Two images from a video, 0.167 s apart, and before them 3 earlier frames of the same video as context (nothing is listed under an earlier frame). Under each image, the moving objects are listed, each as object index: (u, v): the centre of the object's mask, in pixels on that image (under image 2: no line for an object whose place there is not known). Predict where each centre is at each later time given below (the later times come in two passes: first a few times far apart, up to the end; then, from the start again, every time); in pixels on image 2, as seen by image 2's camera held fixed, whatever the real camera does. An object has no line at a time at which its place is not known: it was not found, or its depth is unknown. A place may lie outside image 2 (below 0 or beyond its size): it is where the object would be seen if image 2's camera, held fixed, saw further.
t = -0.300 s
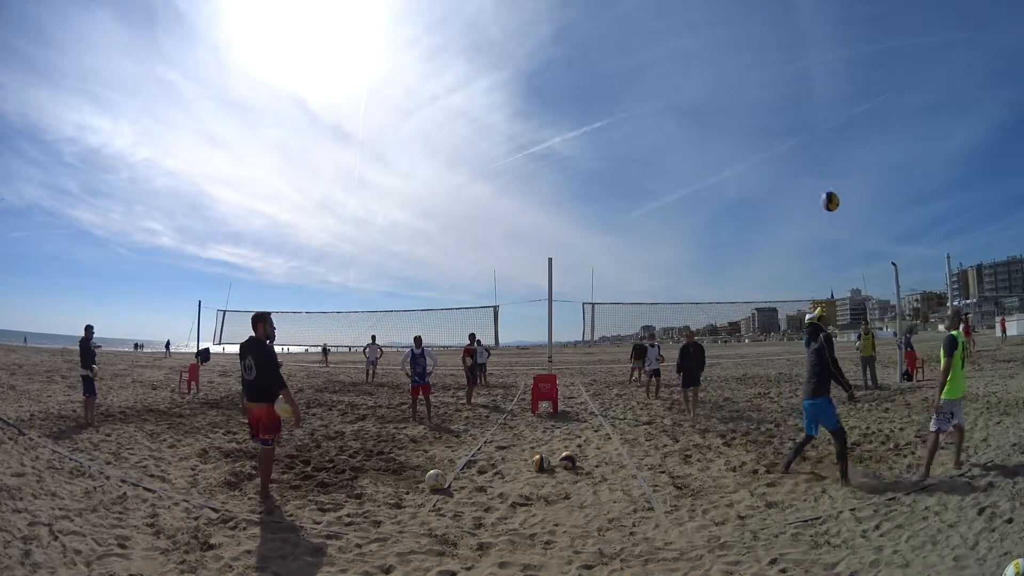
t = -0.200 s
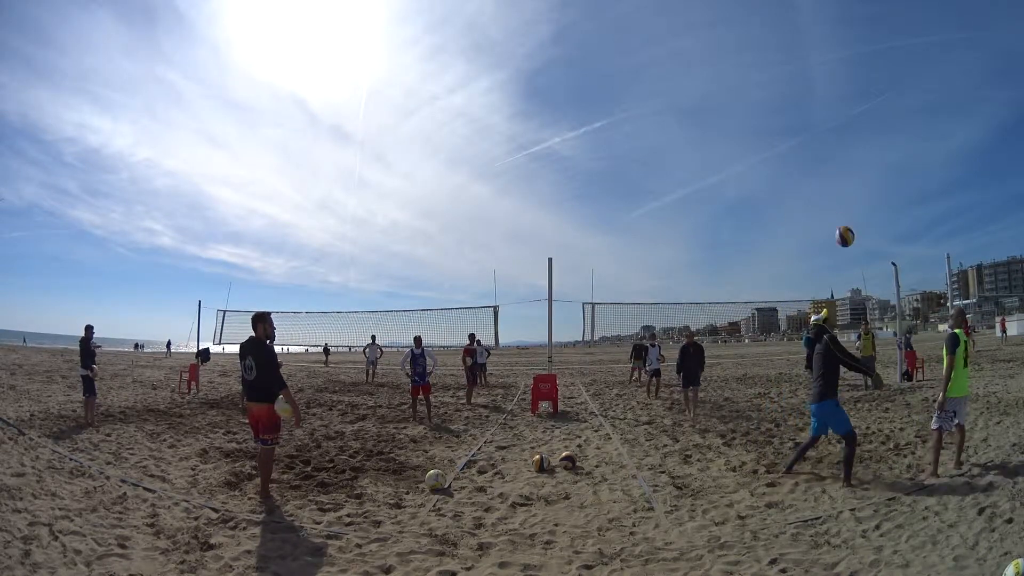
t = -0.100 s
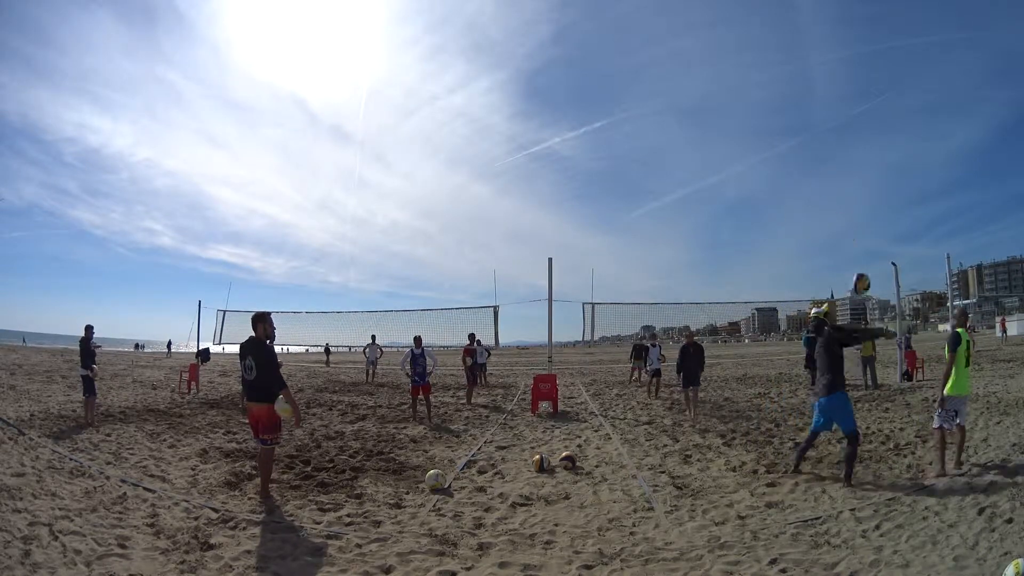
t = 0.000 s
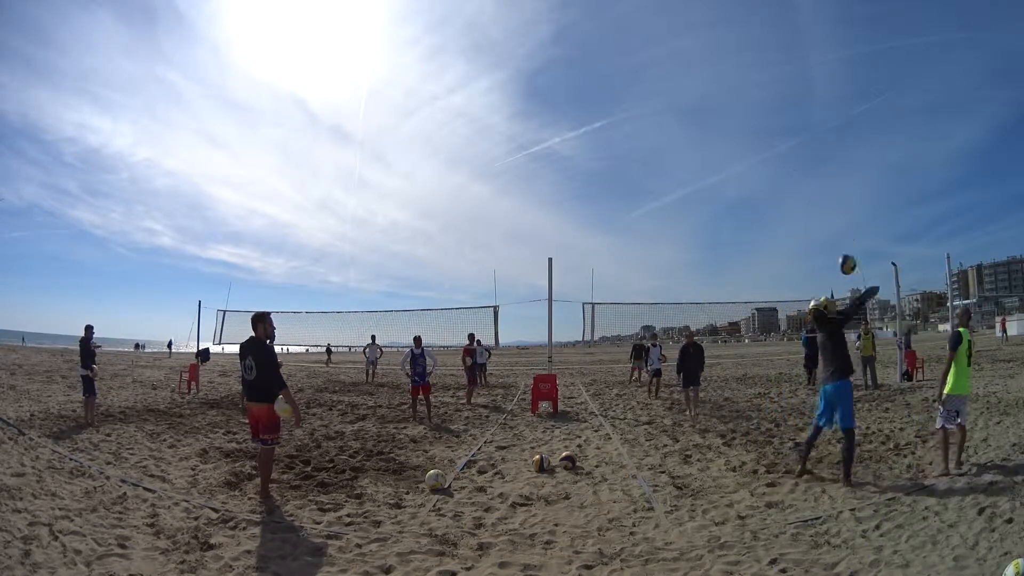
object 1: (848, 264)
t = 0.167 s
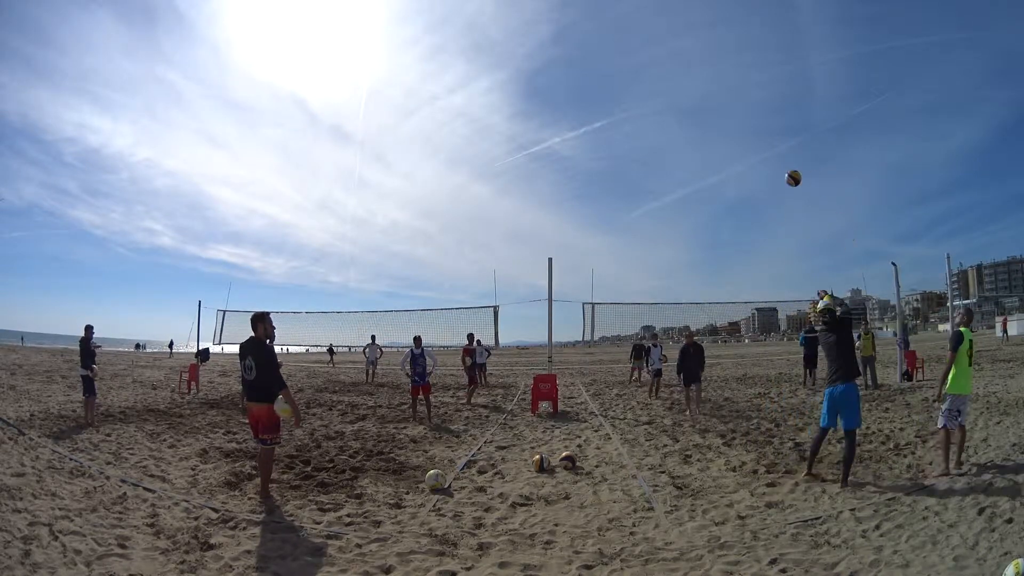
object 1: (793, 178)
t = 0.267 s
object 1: (769, 149)
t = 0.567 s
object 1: (726, 115)
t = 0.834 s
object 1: (714, 129)
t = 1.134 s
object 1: (715, 180)
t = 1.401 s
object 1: (723, 251)
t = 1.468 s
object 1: (725, 273)
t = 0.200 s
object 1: (784, 166)
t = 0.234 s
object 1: (776, 157)
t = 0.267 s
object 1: (769, 149)
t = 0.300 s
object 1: (762, 141)
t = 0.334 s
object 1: (756, 135)
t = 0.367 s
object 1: (751, 130)
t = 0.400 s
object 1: (746, 126)
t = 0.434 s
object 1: (741, 122)
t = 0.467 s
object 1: (737, 119)
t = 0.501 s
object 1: (733, 117)
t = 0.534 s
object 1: (730, 116)
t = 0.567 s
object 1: (726, 115)
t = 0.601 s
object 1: (724, 114)
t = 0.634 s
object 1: (722, 115)
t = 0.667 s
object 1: (719, 116)
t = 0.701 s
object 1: (718, 117)
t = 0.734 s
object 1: (717, 119)
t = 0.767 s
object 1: (715, 122)
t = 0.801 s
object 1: (715, 125)
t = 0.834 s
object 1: (714, 129)
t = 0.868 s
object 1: (714, 133)
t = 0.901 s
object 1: (714, 137)
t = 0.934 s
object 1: (713, 142)
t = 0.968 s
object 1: (713, 148)
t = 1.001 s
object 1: (714, 153)
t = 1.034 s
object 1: (714, 159)
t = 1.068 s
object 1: (714, 165)
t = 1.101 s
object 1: (714, 172)
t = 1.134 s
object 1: (715, 180)
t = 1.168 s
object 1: (715, 187)
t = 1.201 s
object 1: (716, 195)
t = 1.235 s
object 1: (717, 203)
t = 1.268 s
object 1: (718, 212)
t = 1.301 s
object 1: (720, 221)
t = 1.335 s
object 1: (721, 231)
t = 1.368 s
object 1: (722, 241)
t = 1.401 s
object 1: (723, 251)
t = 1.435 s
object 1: (724, 262)
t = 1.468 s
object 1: (725, 273)
